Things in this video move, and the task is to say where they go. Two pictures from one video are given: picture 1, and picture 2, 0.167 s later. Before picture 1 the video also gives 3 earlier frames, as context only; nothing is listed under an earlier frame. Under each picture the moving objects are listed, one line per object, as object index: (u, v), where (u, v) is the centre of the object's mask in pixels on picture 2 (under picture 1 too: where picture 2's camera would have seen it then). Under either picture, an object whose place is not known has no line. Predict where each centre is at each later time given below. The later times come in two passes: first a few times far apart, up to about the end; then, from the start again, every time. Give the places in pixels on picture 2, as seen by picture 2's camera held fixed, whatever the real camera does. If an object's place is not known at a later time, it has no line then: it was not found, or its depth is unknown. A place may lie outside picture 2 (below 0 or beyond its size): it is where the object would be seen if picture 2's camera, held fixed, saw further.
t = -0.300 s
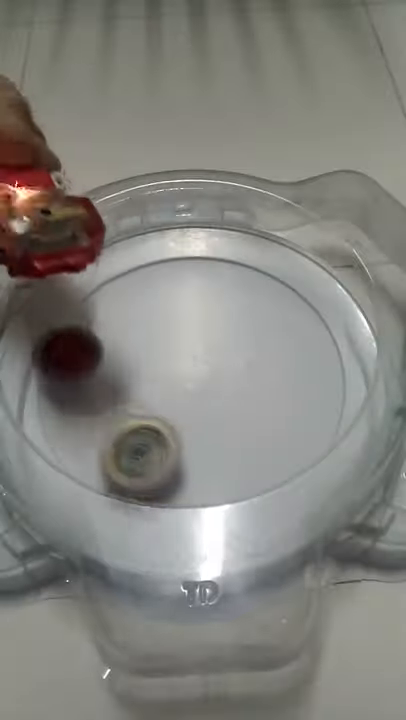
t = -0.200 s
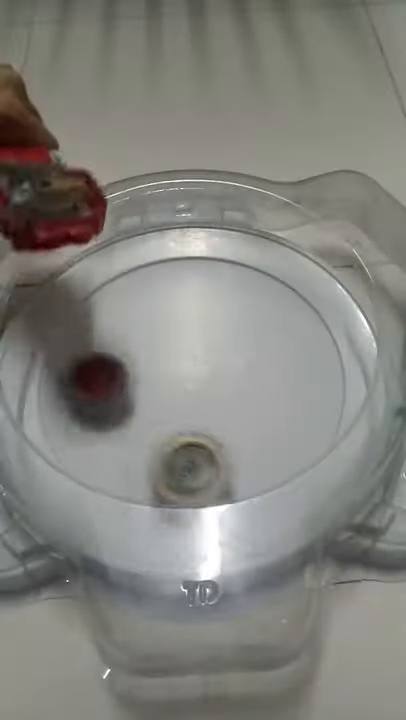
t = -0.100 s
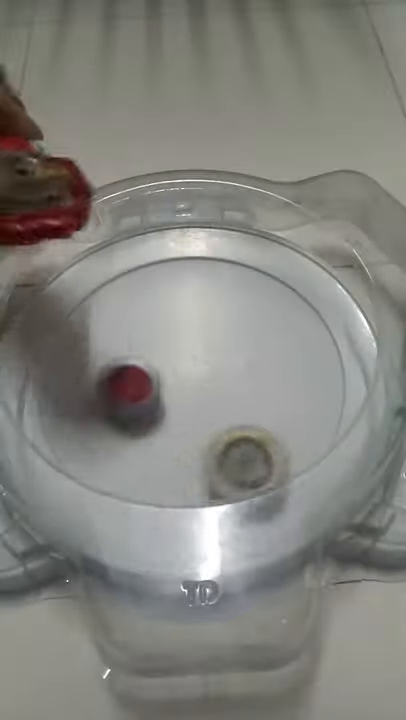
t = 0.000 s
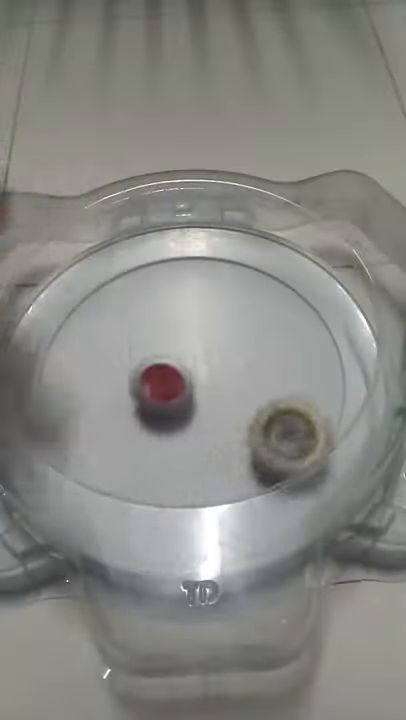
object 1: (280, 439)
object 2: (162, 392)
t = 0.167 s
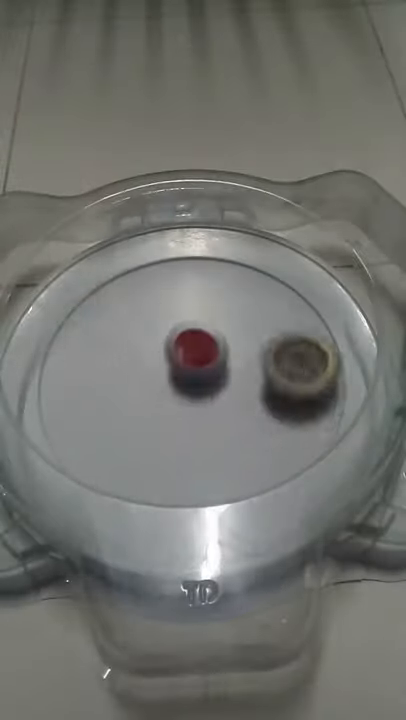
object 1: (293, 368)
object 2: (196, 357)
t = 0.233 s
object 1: (275, 342)
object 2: (198, 341)
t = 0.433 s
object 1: (206, 318)
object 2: (80, 291)
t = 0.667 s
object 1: (126, 388)
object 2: (20, 351)
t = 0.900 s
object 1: (210, 459)
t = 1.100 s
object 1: (281, 388)
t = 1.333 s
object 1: (230, 321)
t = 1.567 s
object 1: (127, 361)
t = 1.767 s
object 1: (198, 429)
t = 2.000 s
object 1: (257, 388)
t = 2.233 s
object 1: (188, 351)
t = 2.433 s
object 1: (135, 388)
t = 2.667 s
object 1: (163, 409)
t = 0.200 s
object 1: (286, 354)
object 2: (199, 350)
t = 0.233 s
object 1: (275, 342)
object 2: (198, 341)
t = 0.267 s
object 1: (263, 332)
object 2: (197, 335)
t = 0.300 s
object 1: (252, 324)
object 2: (177, 326)
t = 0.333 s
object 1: (247, 320)
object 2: (141, 309)
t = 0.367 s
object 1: (237, 318)
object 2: (112, 294)
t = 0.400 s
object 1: (223, 317)
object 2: (88, 286)
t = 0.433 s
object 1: (206, 318)
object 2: (80, 291)
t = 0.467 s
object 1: (187, 319)
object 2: (75, 307)
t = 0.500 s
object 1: (168, 325)
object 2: (71, 318)
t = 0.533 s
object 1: (147, 333)
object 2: (70, 330)
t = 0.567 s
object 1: (137, 342)
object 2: (66, 341)
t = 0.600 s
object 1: (129, 354)
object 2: (34, 345)
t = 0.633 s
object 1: (126, 371)
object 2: (17, 351)
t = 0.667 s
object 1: (126, 388)
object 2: (20, 351)
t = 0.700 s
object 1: (127, 404)
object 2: (29, 348)
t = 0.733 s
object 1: (133, 420)
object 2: (44, 346)
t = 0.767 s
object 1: (139, 434)
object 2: (59, 349)
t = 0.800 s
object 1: (157, 446)
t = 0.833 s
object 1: (170, 454)
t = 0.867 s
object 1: (191, 459)
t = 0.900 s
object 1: (210, 459)
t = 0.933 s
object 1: (229, 455)
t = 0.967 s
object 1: (245, 448)
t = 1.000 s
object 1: (260, 436)
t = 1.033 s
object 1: (271, 422)
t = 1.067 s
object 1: (278, 405)
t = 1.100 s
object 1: (281, 388)
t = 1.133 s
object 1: (280, 370)
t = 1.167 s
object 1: (272, 354)
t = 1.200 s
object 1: (262, 338)
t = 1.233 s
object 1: (259, 330)
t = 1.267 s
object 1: (254, 326)
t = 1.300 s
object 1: (244, 322)
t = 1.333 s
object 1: (230, 321)
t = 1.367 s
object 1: (212, 321)
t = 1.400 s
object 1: (194, 321)
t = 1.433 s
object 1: (175, 325)
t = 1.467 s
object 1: (157, 330)
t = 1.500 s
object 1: (137, 338)
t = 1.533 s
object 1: (127, 350)
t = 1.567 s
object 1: (127, 361)
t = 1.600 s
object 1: (131, 375)
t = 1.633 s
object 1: (135, 387)
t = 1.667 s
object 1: (148, 400)
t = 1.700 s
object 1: (163, 409)
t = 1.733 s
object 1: (180, 423)
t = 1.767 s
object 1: (198, 429)
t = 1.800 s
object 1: (214, 431)
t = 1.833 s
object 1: (226, 431)
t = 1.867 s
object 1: (237, 426)
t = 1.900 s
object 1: (246, 419)
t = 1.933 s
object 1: (250, 410)
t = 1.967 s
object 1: (257, 398)
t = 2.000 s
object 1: (257, 388)
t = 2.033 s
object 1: (254, 378)
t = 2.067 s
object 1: (247, 370)
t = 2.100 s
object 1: (238, 361)
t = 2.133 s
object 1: (226, 355)
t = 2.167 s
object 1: (212, 352)
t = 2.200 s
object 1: (204, 351)
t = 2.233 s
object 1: (188, 351)
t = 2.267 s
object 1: (180, 354)
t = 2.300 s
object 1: (165, 358)
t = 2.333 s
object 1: (159, 364)
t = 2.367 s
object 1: (146, 371)
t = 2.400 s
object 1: (140, 380)
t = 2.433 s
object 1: (135, 388)
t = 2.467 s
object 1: (138, 396)
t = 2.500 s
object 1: (135, 403)
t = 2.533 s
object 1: (140, 408)
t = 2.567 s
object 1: (146, 411)
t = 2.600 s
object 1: (151, 411)
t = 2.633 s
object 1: (161, 411)
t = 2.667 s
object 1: (163, 409)
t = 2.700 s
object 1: (168, 407)
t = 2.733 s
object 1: (173, 404)
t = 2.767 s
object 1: (177, 399)
